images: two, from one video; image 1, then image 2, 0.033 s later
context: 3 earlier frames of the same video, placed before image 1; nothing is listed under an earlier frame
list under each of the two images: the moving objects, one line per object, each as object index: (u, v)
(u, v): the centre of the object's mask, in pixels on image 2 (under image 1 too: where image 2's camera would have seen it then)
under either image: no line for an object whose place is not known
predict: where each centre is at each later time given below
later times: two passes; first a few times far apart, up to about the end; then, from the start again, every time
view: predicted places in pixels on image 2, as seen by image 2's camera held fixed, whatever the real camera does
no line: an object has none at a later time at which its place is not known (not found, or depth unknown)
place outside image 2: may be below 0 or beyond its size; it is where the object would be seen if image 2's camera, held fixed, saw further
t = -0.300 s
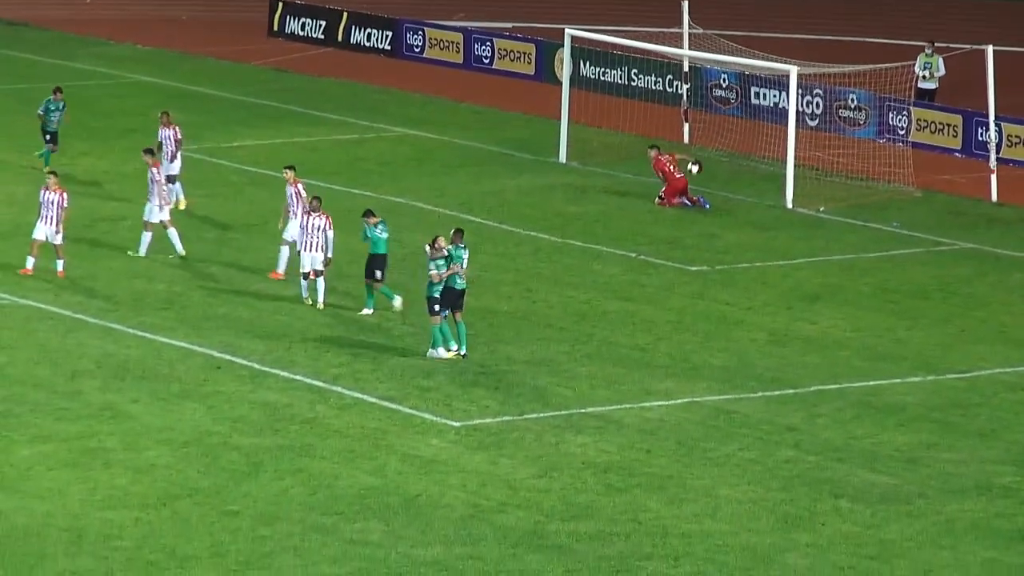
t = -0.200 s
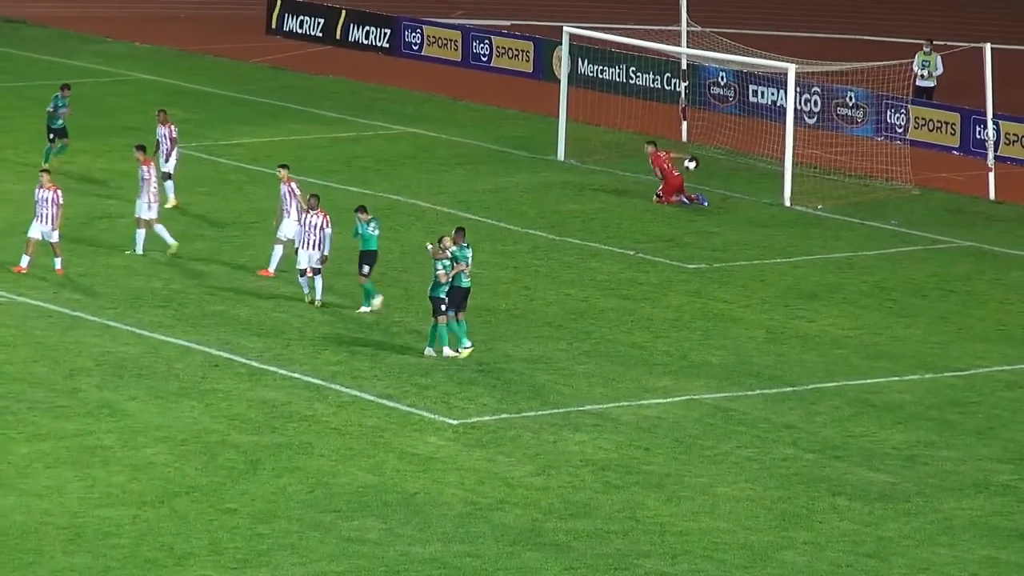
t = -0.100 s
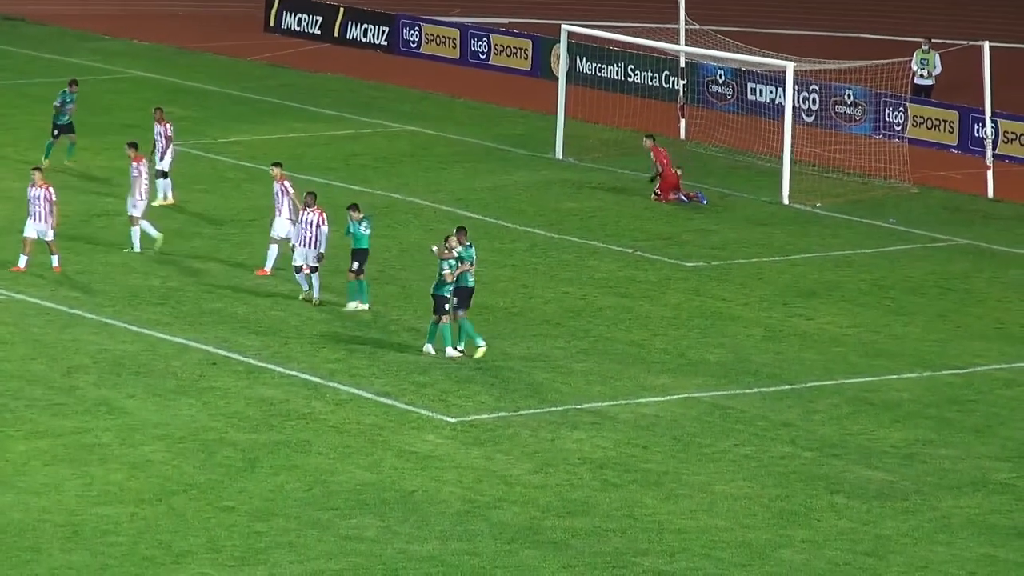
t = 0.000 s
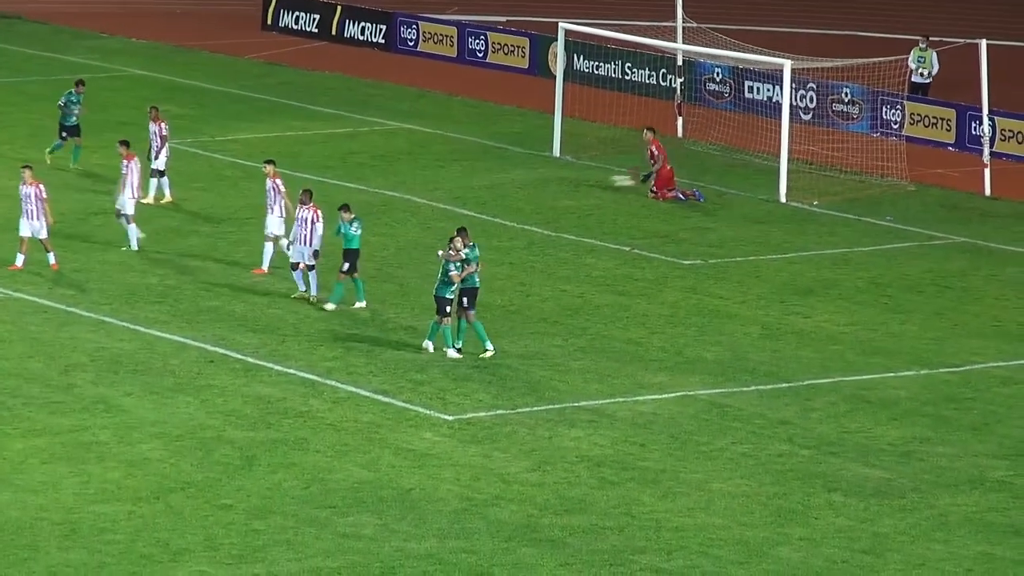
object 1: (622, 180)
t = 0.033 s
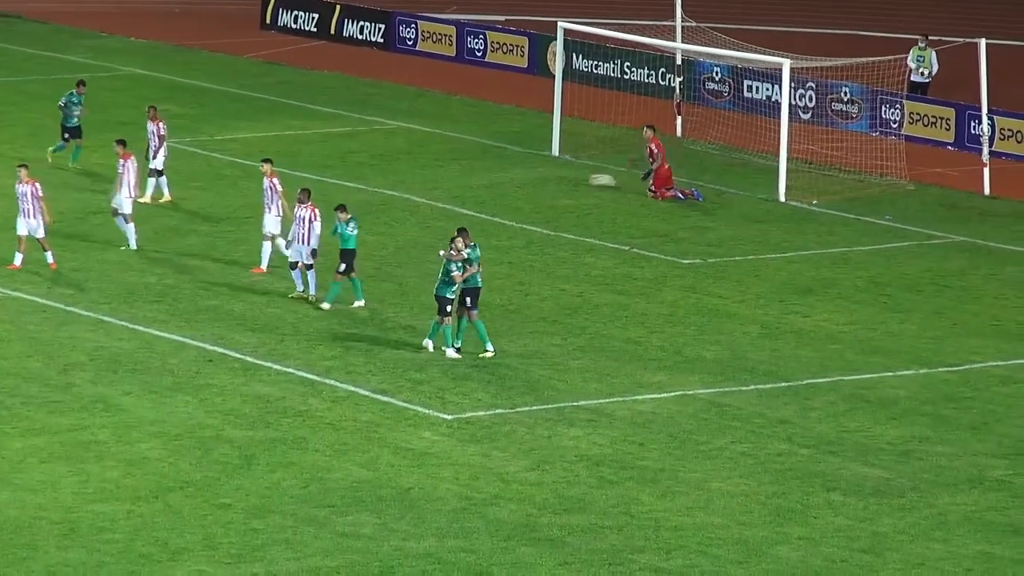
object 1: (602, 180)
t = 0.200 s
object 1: (507, 189)
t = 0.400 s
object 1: (398, 205)
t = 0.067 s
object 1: (585, 181)
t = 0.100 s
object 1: (564, 182)
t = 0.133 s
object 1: (545, 184)
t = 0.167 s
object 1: (526, 186)
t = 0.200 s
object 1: (507, 189)
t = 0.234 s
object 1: (489, 193)
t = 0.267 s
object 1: (467, 198)
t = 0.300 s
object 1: (450, 203)
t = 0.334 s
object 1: (430, 207)
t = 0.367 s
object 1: (414, 206)
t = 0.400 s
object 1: (398, 205)
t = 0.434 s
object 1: (384, 205)
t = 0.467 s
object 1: (367, 206)
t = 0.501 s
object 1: (352, 208)
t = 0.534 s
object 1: (335, 209)
